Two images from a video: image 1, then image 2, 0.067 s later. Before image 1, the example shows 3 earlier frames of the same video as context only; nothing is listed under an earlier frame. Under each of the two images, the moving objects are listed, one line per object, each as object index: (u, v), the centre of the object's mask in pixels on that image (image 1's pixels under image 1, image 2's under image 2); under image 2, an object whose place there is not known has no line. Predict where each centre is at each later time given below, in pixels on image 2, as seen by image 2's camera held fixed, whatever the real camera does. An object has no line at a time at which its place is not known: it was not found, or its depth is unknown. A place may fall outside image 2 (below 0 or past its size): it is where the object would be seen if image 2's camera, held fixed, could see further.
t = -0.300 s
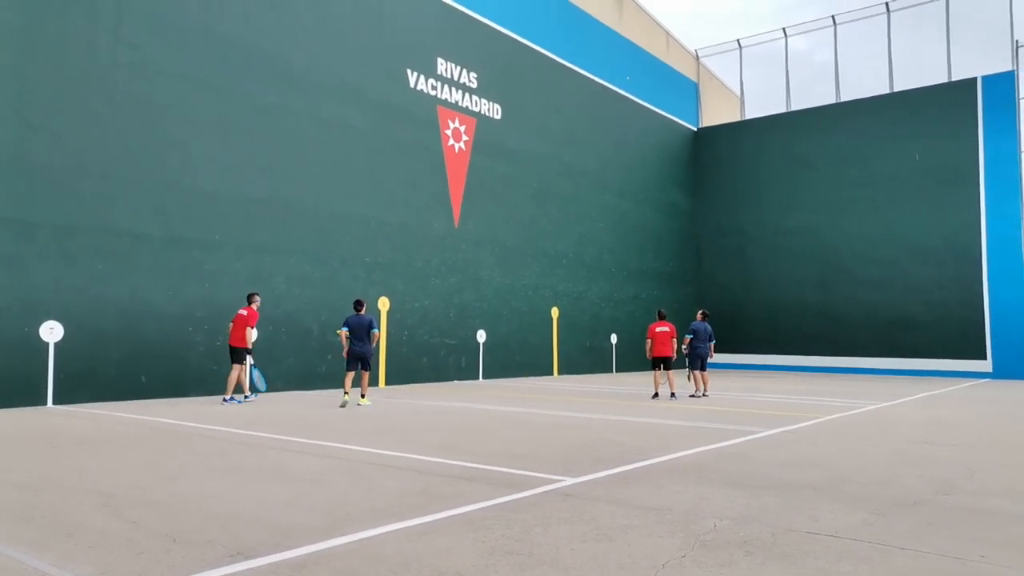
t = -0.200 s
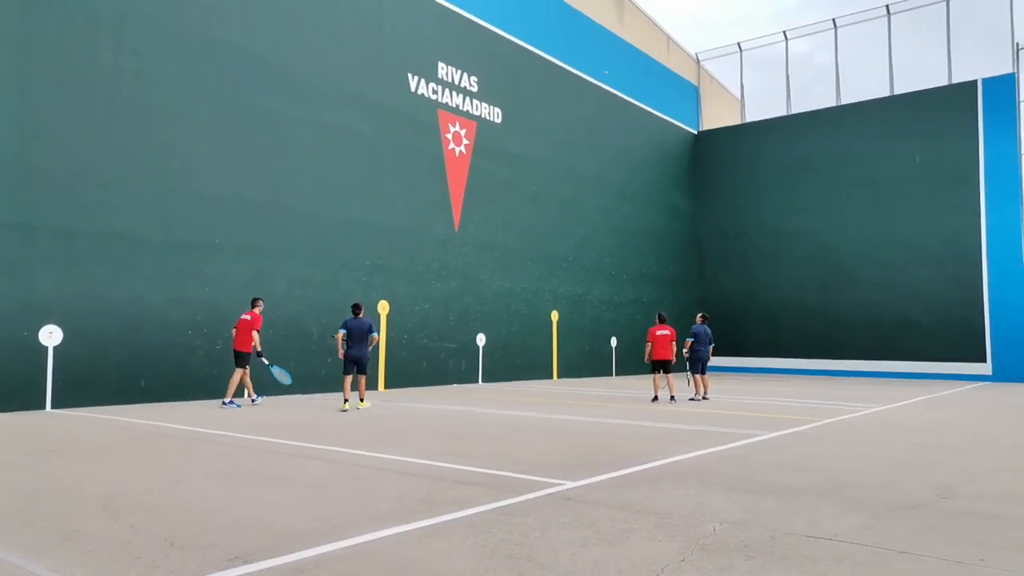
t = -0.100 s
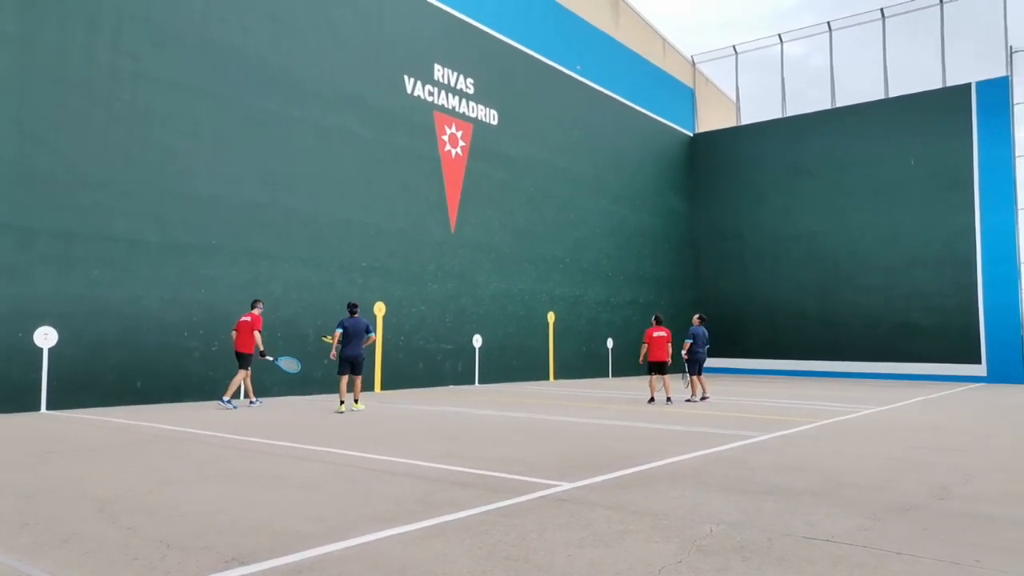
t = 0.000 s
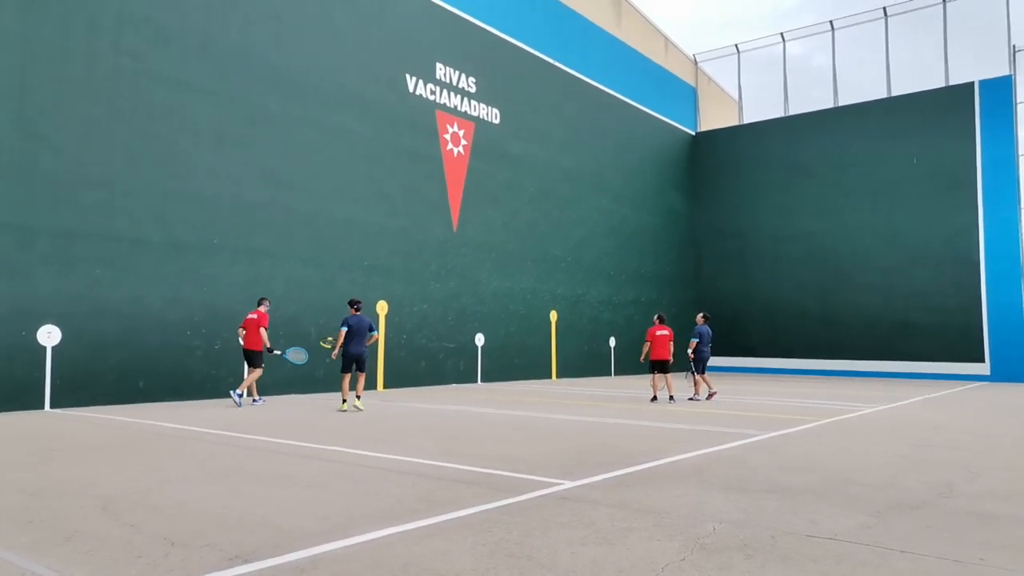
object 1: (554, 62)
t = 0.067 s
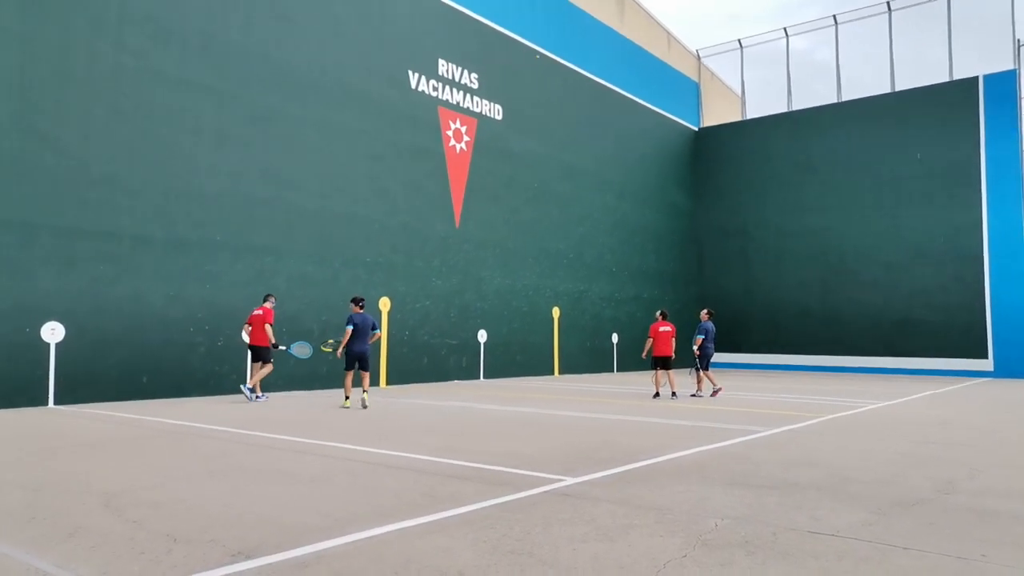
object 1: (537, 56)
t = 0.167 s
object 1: (506, 59)
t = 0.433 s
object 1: (405, 86)
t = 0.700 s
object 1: (256, 169)
